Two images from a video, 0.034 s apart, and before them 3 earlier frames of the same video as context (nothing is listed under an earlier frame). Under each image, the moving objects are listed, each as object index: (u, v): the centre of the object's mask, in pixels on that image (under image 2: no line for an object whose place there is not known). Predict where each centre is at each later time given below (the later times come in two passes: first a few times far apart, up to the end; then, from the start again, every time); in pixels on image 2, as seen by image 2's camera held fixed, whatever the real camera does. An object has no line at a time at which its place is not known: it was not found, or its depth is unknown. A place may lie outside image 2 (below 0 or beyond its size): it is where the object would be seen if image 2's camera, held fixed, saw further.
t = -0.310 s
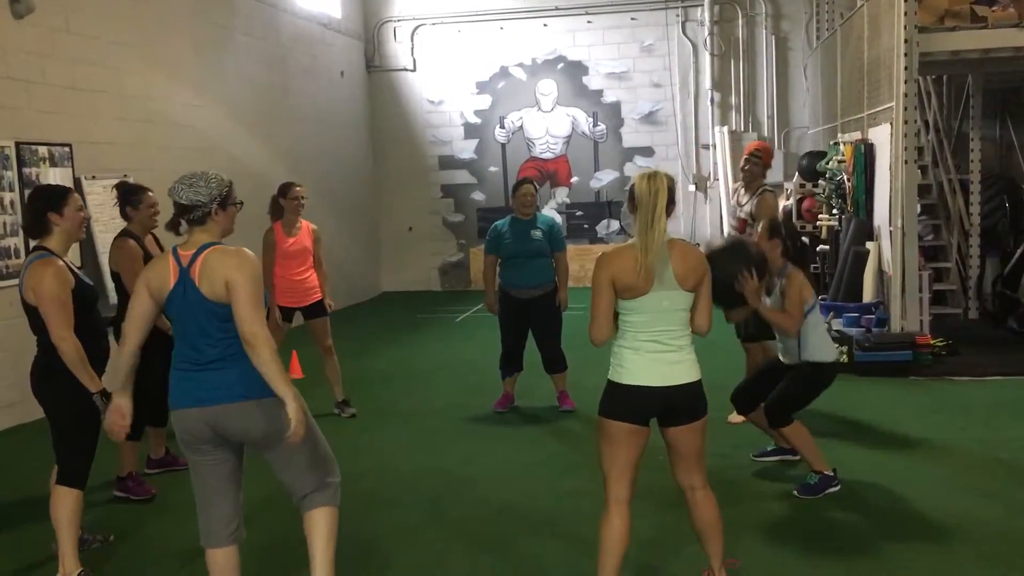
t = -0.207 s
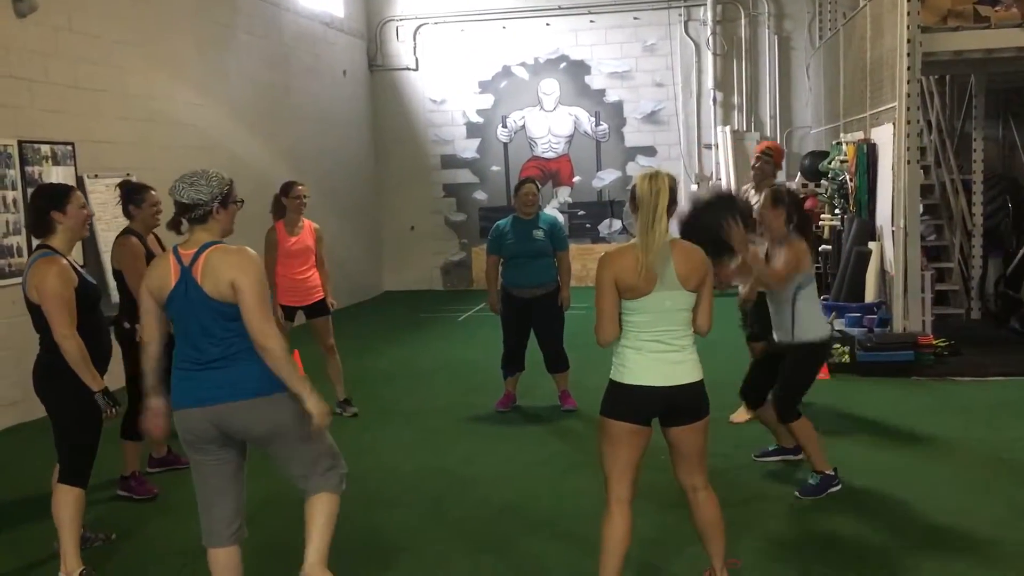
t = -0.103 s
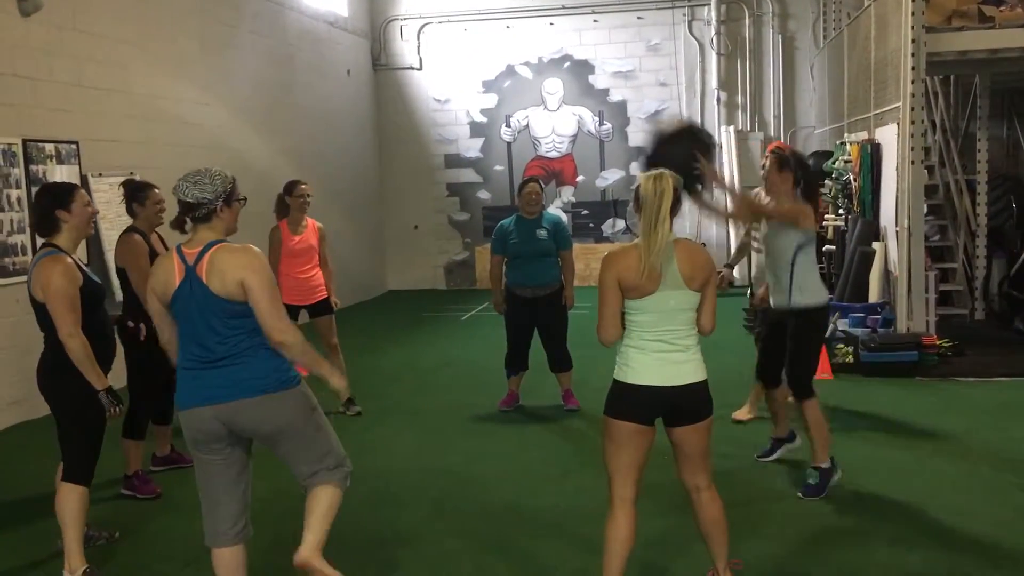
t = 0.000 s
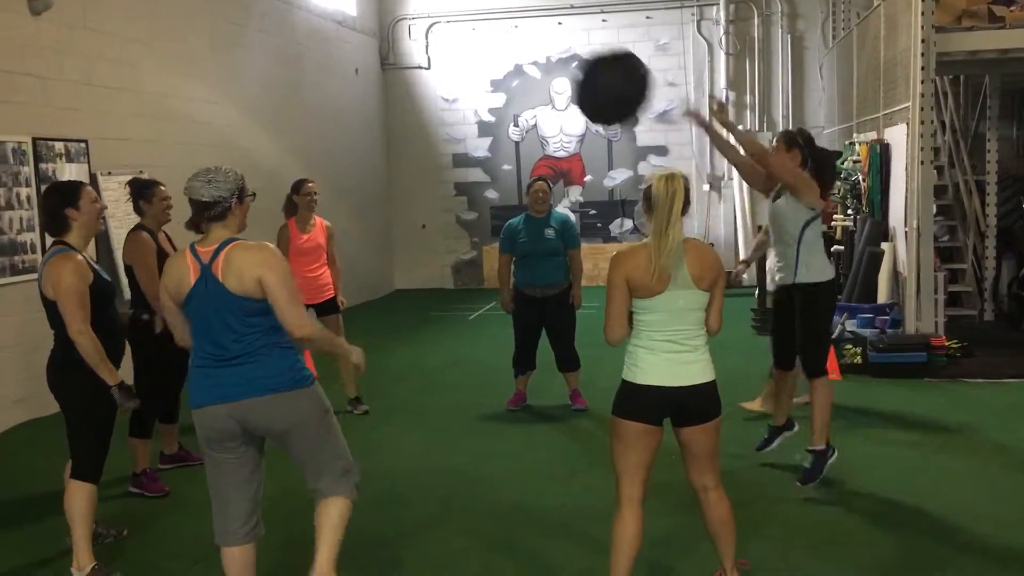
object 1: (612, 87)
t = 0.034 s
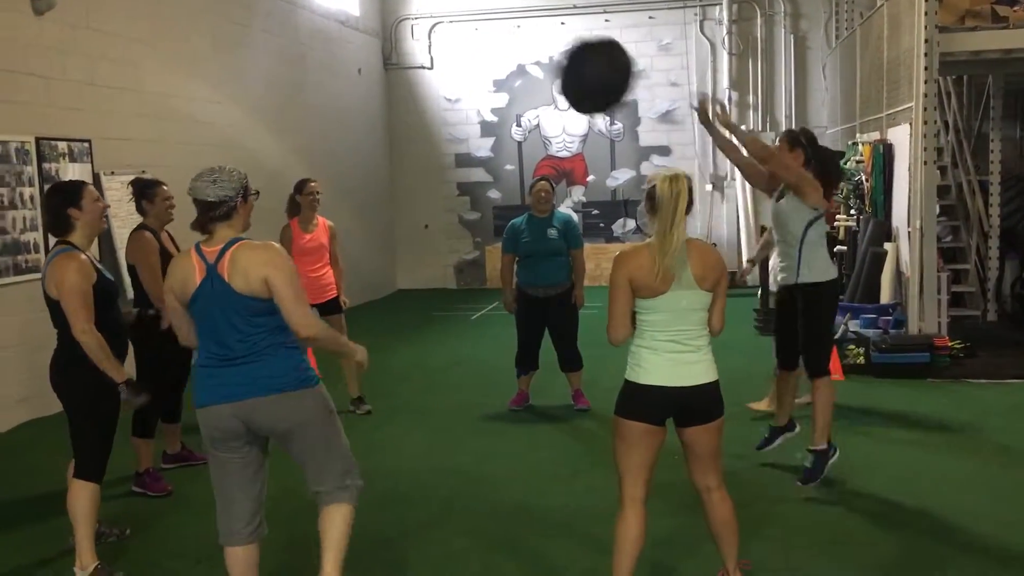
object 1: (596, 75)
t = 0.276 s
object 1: (457, 58)
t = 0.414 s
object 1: (377, 100)
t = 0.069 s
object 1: (577, 66)
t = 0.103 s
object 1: (557, 59)
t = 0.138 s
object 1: (537, 54)
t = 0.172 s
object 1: (517, 52)
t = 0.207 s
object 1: (497, 51)
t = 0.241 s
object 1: (477, 54)
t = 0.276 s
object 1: (457, 58)
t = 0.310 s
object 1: (437, 66)
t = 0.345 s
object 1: (416, 76)
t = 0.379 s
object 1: (396, 88)
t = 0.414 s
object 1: (377, 100)
